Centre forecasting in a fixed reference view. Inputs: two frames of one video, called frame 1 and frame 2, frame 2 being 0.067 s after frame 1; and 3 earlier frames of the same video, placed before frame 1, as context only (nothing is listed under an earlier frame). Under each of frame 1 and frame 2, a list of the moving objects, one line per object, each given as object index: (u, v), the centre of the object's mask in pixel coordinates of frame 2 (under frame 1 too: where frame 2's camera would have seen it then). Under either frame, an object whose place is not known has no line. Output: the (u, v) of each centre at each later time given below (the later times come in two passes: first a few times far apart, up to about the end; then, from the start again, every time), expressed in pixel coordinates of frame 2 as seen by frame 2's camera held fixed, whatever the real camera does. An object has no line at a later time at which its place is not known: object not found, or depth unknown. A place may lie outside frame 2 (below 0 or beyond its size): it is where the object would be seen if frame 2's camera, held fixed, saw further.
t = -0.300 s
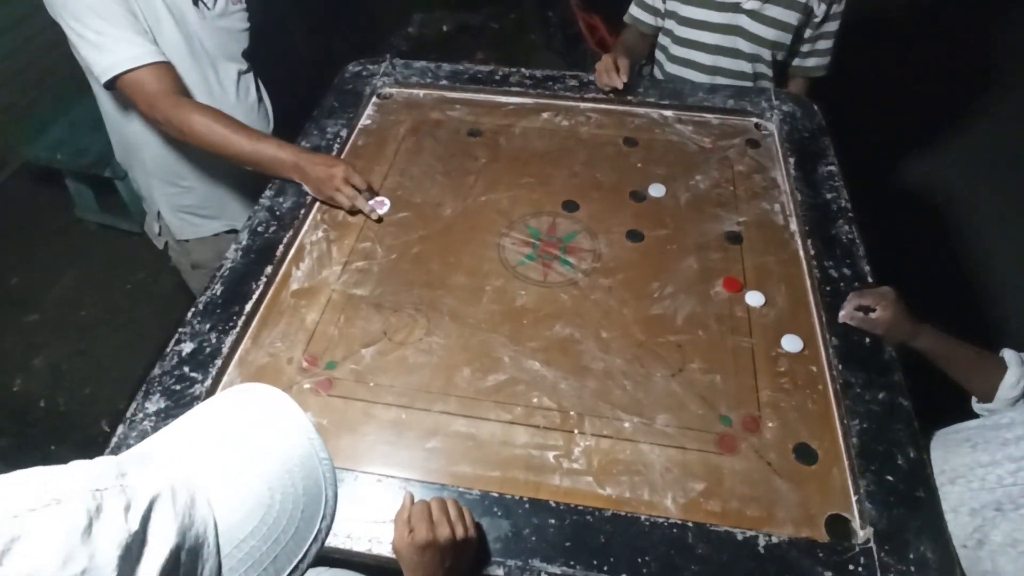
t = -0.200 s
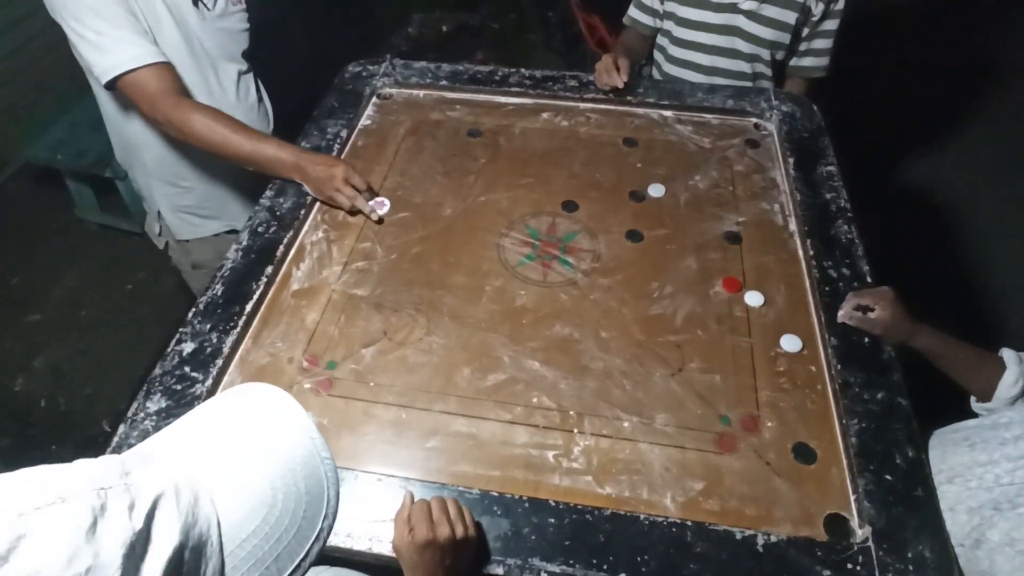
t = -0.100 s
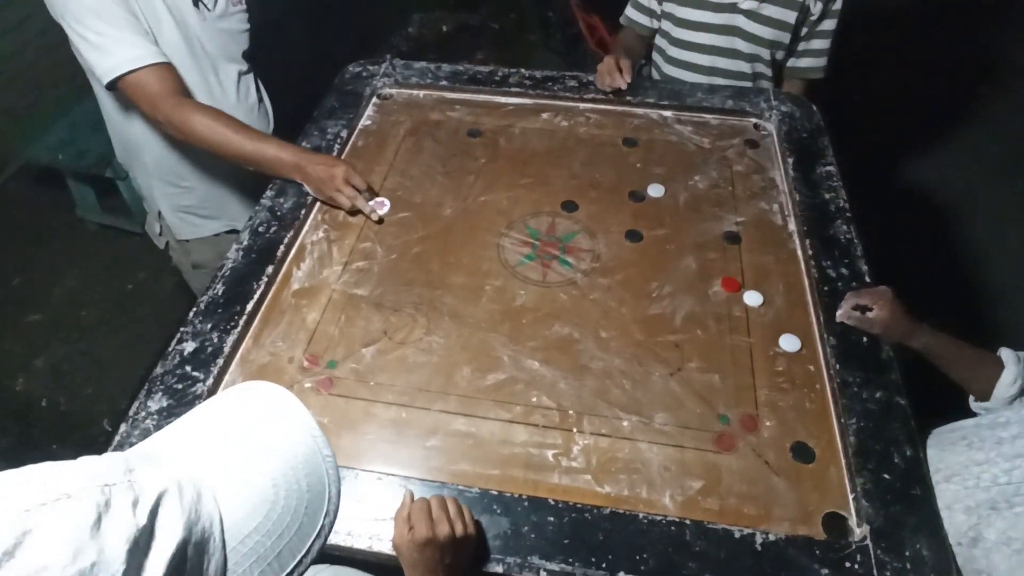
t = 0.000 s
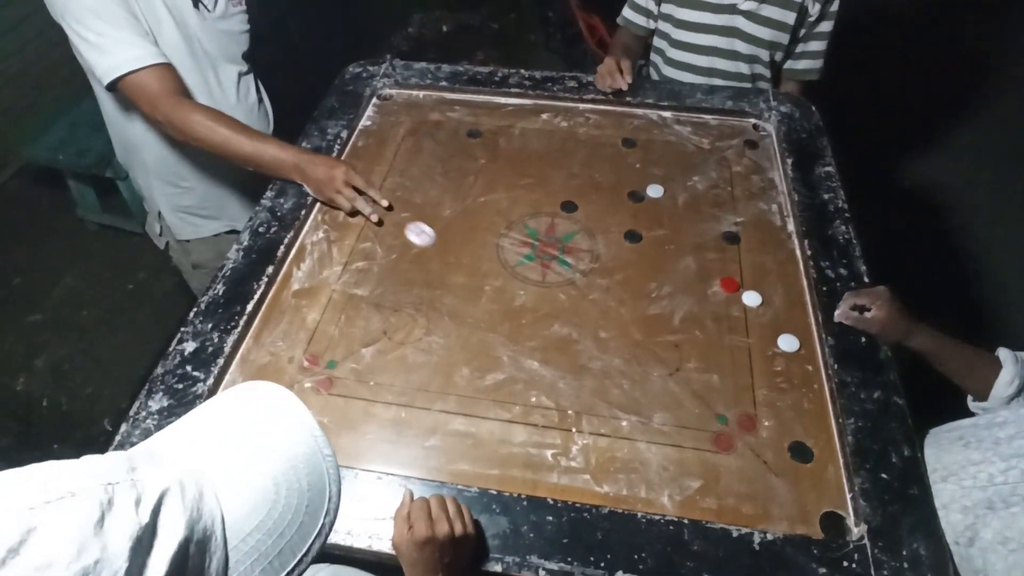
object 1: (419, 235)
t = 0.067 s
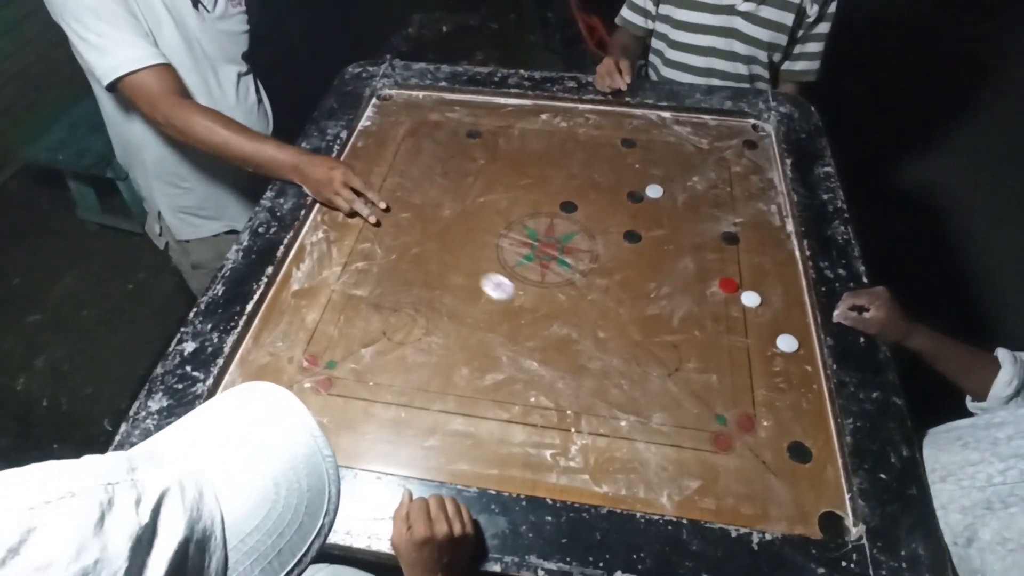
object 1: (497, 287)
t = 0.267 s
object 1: (801, 492)
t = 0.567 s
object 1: (629, 413)
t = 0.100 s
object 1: (540, 315)
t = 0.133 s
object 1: (586, 346)
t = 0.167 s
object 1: (635, 380)
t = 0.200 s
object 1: (687, 415)
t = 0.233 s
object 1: (742, 452)
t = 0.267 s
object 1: (801, 492)
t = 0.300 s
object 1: (821, 521)
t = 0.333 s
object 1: (791, 509)
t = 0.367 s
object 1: (763, 493)
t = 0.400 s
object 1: (737, 477)
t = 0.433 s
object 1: (713, 463)
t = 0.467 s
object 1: (690, 449)
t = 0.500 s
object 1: (668, 436)
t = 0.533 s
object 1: (648, 424)
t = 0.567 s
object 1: (629, 413)
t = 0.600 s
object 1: (611, 402)
